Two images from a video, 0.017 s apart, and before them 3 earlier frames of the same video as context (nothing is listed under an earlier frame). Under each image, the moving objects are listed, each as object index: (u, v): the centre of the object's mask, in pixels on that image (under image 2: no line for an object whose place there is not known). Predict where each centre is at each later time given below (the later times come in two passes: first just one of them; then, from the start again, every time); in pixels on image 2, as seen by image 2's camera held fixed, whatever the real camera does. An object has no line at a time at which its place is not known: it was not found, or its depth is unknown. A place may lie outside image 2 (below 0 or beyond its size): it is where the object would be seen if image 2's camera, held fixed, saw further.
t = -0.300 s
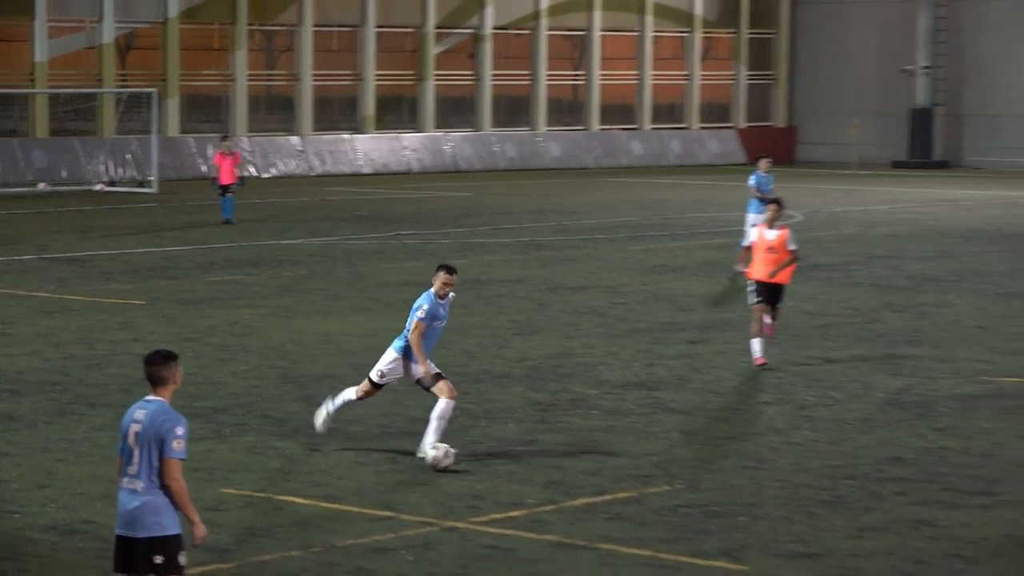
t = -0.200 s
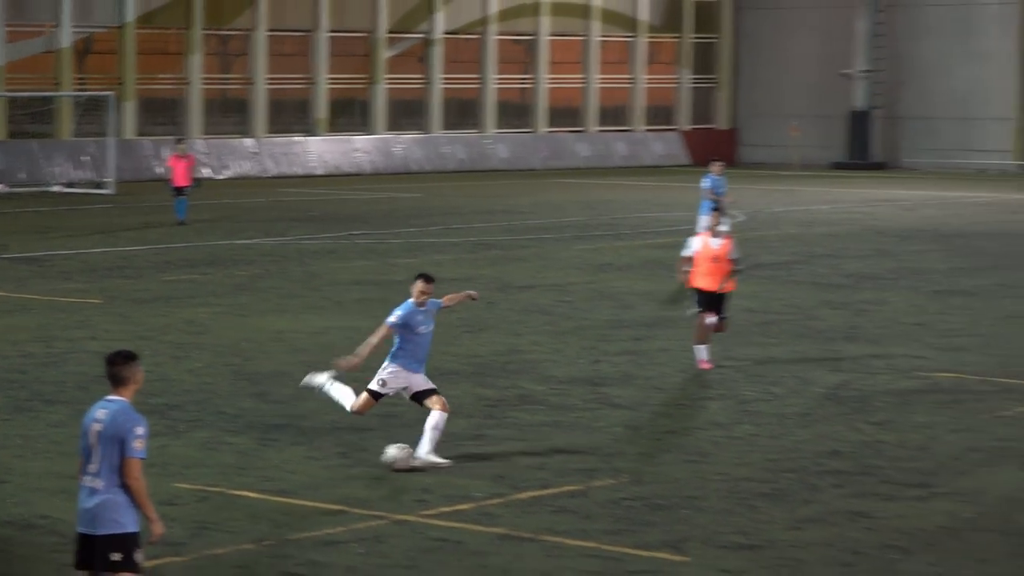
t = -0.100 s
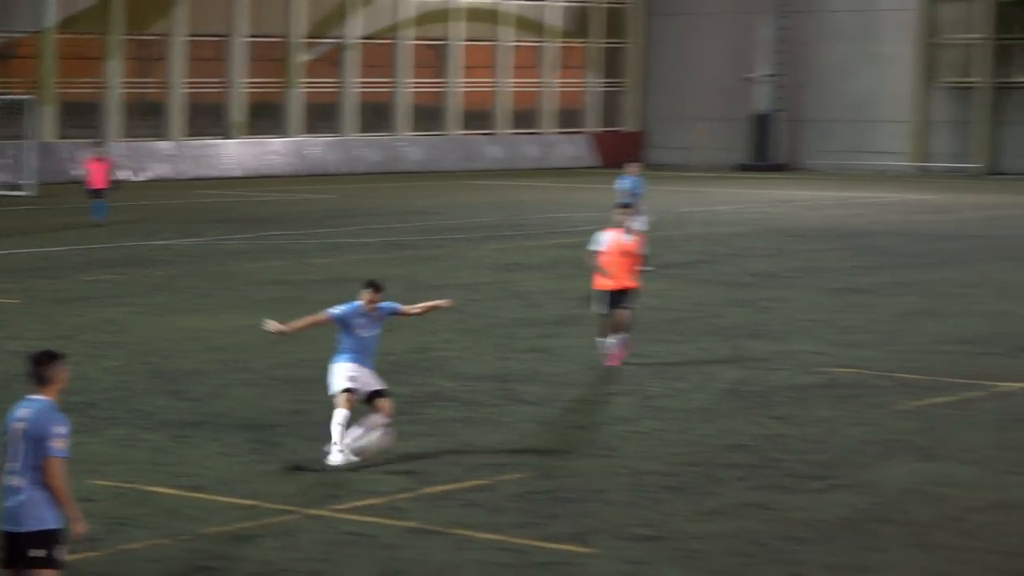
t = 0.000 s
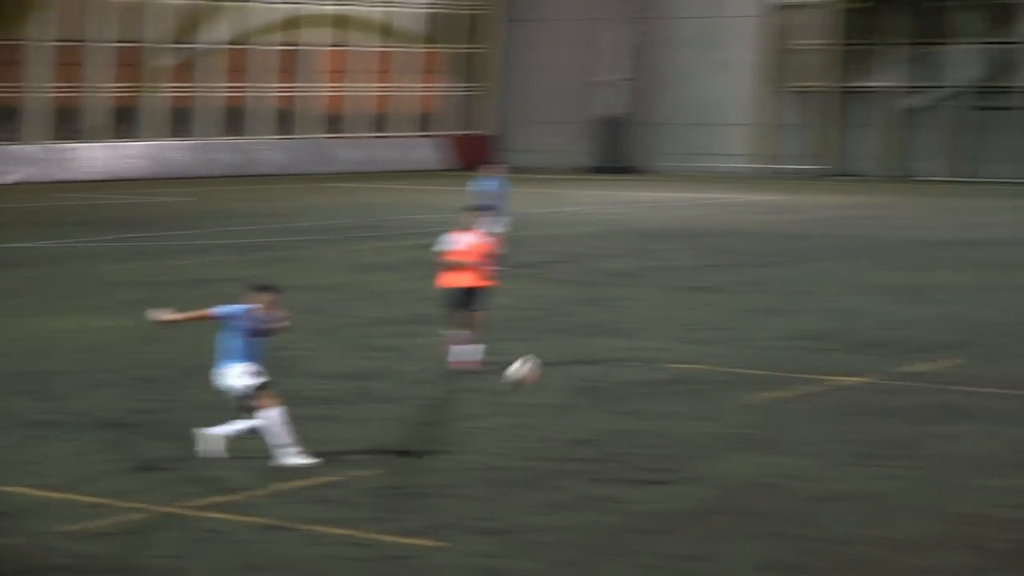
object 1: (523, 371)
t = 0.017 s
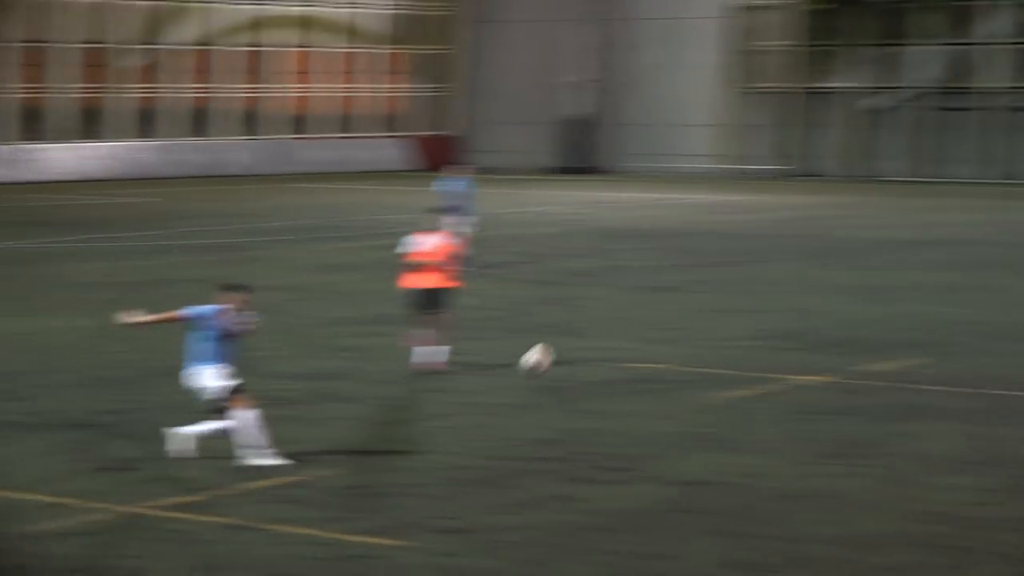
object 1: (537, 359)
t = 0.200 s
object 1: (1108, 233)
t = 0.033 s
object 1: (585, 348)
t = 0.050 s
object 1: (635, 336)
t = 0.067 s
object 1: (686, 325)
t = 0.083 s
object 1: (735, 314)
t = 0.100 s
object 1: (787, 303)
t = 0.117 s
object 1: (839, 291)
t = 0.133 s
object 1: (891, 281)
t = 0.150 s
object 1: (943, 269)
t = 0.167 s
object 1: (997, 257)
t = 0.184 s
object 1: (1052, 245)
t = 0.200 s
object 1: (1108, 233)
